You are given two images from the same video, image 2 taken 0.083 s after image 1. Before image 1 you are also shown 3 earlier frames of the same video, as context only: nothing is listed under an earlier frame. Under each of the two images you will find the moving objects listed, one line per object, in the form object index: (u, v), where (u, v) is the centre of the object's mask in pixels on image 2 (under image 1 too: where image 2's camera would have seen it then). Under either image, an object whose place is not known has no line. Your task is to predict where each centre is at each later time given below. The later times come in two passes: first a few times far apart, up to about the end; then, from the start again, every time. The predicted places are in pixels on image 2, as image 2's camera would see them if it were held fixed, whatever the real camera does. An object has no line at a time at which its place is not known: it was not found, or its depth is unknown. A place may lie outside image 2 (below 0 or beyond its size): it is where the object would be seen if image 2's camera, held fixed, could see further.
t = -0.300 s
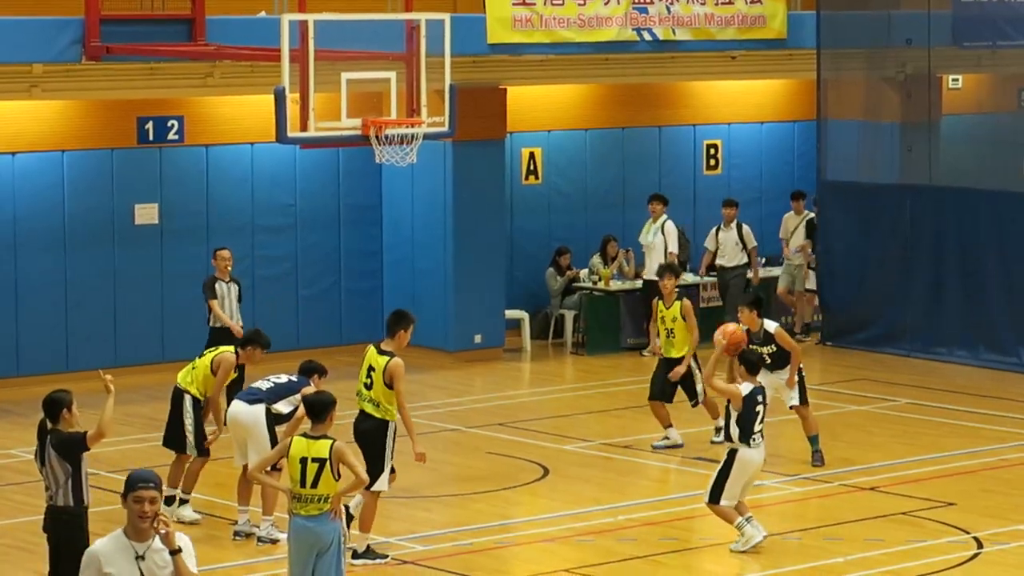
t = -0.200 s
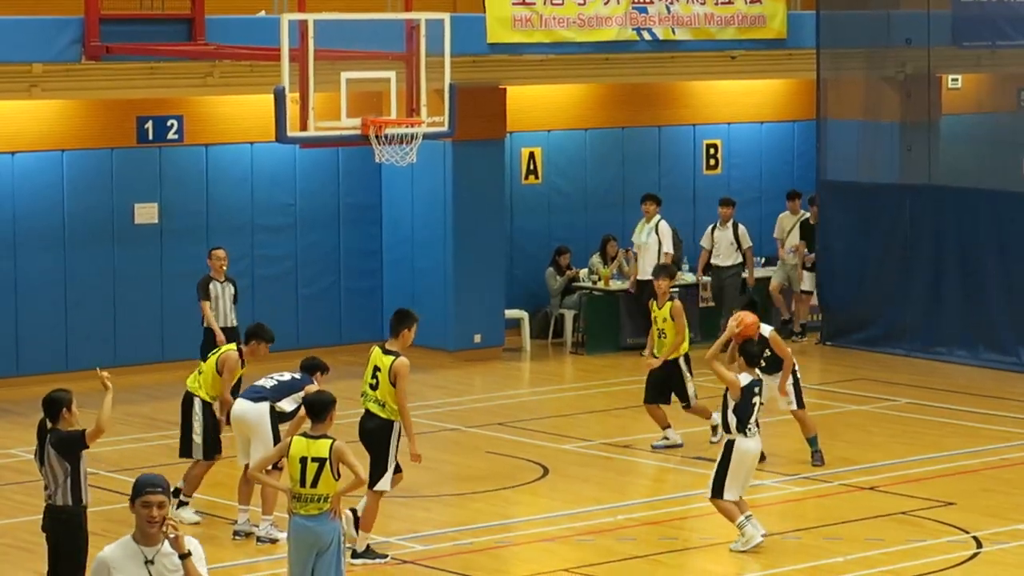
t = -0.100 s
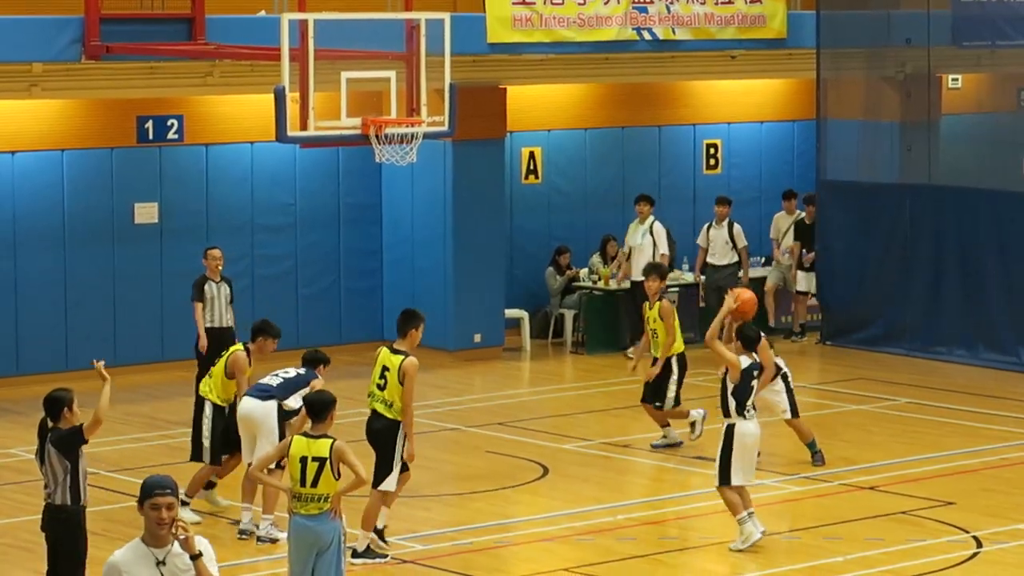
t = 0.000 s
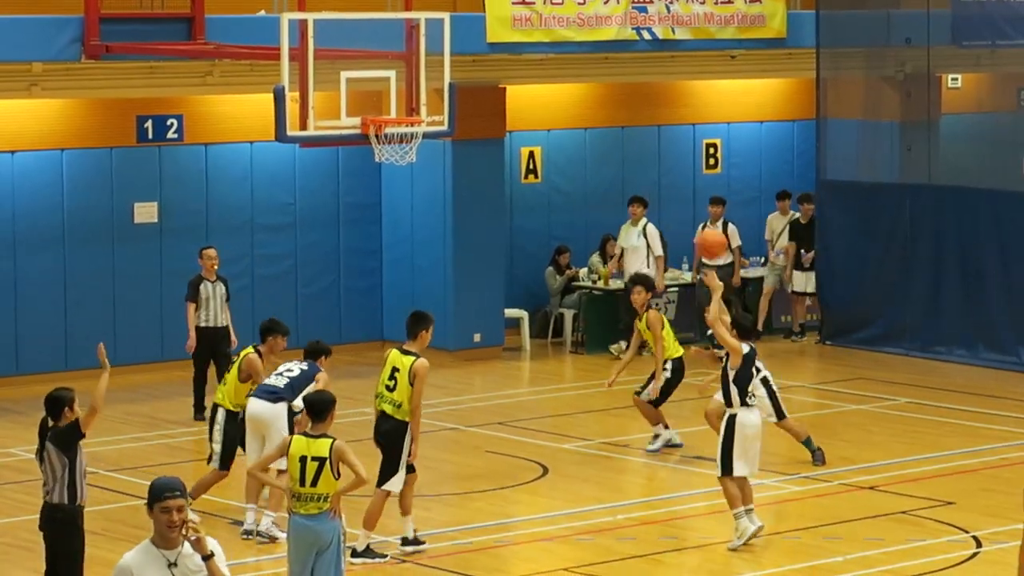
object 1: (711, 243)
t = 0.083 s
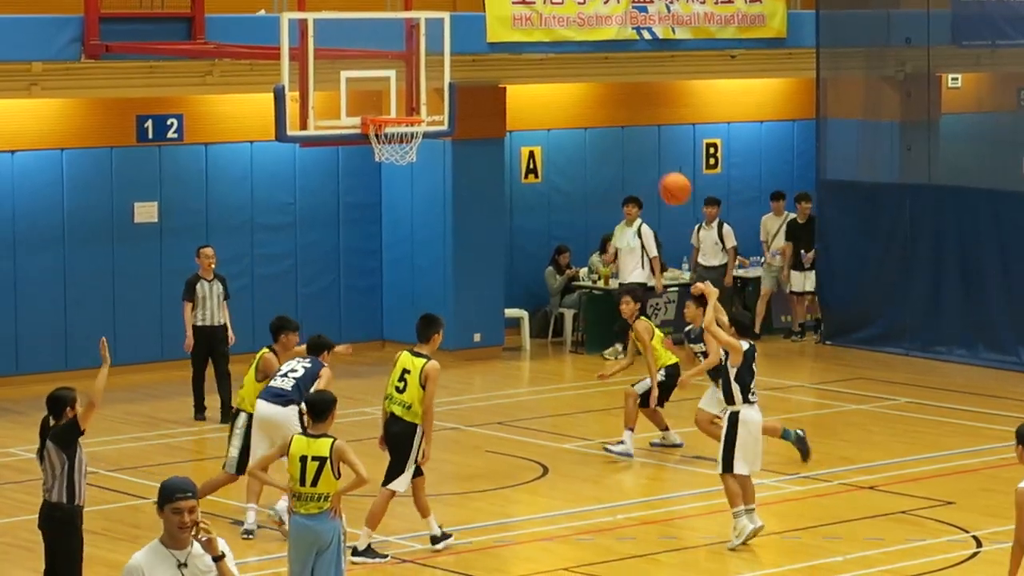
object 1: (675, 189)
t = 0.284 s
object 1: (591, 96)
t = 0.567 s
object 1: (483, 54)
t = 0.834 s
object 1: (392, 101)
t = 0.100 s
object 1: (668, 179)
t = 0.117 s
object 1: (660, 169)
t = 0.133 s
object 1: (654, 160)
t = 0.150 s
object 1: (647, 151)
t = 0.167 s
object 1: (639, 143)
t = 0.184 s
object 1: (632, 135)
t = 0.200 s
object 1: (625, 128)
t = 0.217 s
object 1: (619, 121)
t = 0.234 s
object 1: (612, 114)
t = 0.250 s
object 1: (605, 108)
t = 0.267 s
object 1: (597, 101)
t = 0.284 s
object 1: (591, 96)
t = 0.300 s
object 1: (584, 90)
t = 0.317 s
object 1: (577, 85)
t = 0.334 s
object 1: (571, 80)
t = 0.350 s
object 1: (565, 76)
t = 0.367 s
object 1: (558, 72)
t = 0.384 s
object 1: (552, 69)
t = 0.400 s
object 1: (546, 66)
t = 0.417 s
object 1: (539, 63)
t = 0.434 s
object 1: (533, 61)
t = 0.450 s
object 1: (526, 58)
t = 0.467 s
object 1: (520, 57)
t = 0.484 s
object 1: (514, 55)
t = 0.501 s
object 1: (508, 55)
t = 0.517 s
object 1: (502, 54)
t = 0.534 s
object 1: (495, 54)
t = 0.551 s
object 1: (489, 54)
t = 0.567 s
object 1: (483, 54)
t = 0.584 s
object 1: (477, 54)
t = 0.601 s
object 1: (471, 55)
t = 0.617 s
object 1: (466, 56)
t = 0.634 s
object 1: (460, 58)
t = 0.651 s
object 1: (454, 60)
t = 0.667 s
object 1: (448, 62)
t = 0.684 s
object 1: (442, 64)
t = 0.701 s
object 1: (436, 67)
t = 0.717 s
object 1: (430, 71)
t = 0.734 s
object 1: (424, 73)
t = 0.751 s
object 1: (419, 78)
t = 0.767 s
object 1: (414, 81)
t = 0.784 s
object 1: (408, 85)
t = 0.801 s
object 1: (403, 90)
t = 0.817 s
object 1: (397, 95)
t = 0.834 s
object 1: (392, 101)
